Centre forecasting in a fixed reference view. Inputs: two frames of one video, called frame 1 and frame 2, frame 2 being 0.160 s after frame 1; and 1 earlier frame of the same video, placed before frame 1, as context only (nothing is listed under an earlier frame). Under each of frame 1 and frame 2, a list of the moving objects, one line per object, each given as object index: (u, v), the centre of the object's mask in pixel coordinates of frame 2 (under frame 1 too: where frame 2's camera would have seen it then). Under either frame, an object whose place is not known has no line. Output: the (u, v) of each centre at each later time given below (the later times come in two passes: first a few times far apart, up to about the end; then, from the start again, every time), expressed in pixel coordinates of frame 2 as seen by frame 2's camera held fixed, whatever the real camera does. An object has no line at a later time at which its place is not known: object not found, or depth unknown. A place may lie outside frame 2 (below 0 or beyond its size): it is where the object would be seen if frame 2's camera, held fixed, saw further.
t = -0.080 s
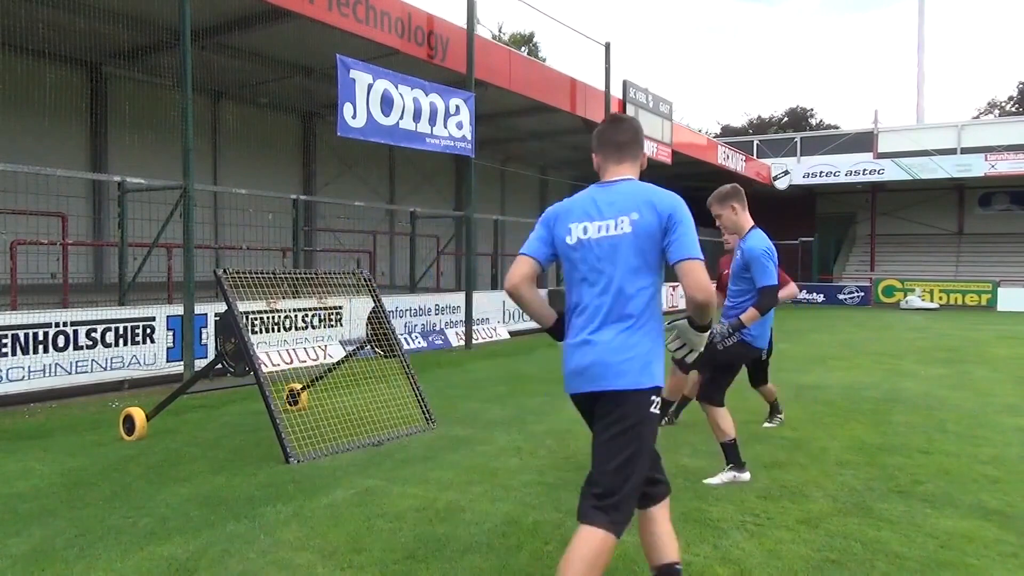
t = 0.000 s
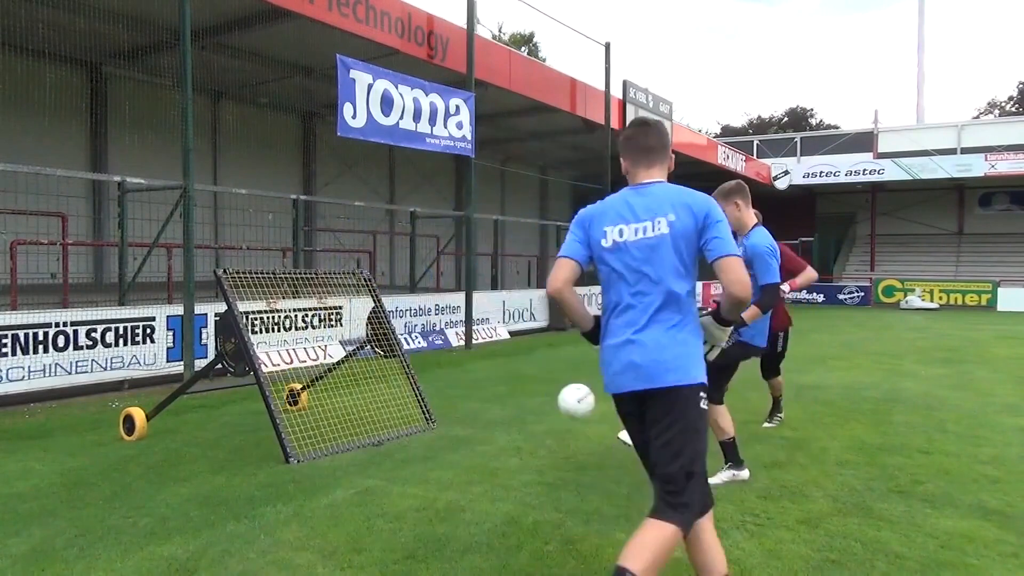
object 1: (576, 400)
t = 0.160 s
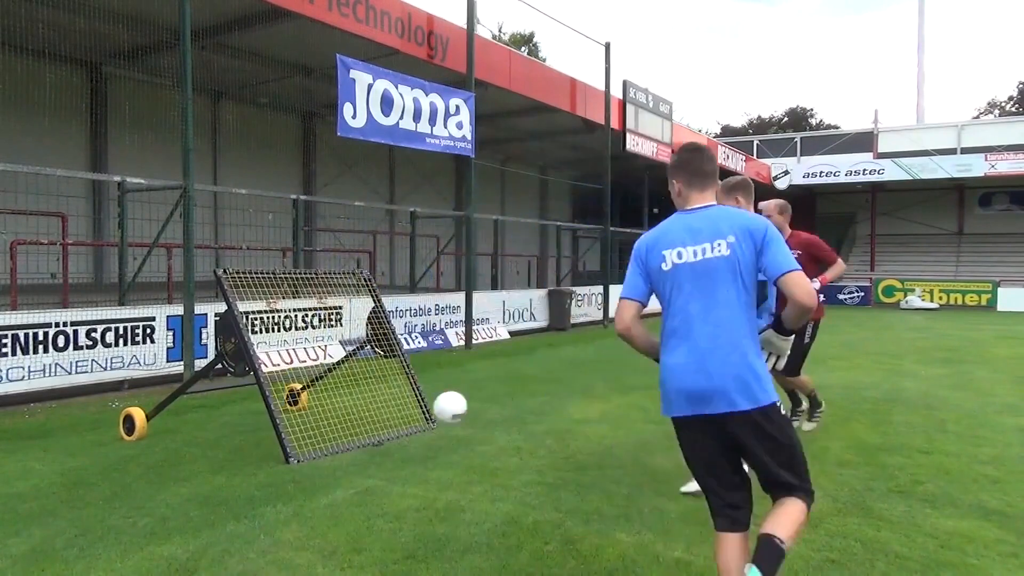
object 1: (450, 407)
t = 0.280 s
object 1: (366, 436)
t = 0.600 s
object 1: (408, 341)
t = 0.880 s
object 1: (452, 379)
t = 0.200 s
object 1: (422, 414)
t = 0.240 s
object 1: (393, 425)
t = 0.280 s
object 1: (366, 436)
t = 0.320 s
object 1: (369, 419)
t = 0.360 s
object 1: (374, 401)
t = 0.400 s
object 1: (380, 387)
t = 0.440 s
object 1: (385, 374)
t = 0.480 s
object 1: (391, 362)
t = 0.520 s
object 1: (396, 353)
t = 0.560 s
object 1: (402, 346)
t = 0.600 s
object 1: (408, 341)
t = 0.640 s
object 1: (414, 339)
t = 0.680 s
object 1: (420, 340)
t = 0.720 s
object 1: (426, 342)
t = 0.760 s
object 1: (432, 347)
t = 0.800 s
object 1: (439, 354)
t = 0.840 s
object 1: (445, 366)
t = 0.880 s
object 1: (452, 379)
